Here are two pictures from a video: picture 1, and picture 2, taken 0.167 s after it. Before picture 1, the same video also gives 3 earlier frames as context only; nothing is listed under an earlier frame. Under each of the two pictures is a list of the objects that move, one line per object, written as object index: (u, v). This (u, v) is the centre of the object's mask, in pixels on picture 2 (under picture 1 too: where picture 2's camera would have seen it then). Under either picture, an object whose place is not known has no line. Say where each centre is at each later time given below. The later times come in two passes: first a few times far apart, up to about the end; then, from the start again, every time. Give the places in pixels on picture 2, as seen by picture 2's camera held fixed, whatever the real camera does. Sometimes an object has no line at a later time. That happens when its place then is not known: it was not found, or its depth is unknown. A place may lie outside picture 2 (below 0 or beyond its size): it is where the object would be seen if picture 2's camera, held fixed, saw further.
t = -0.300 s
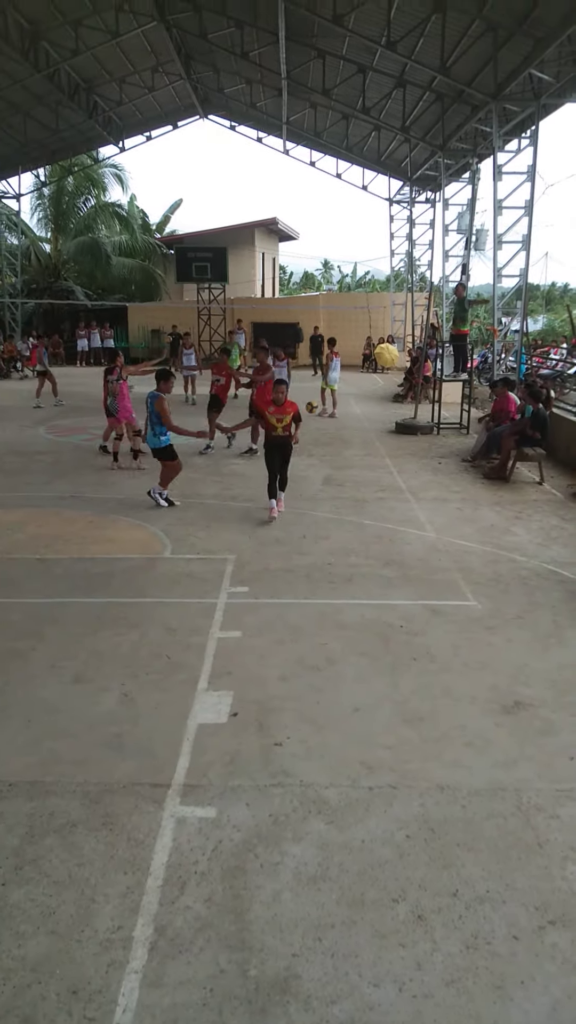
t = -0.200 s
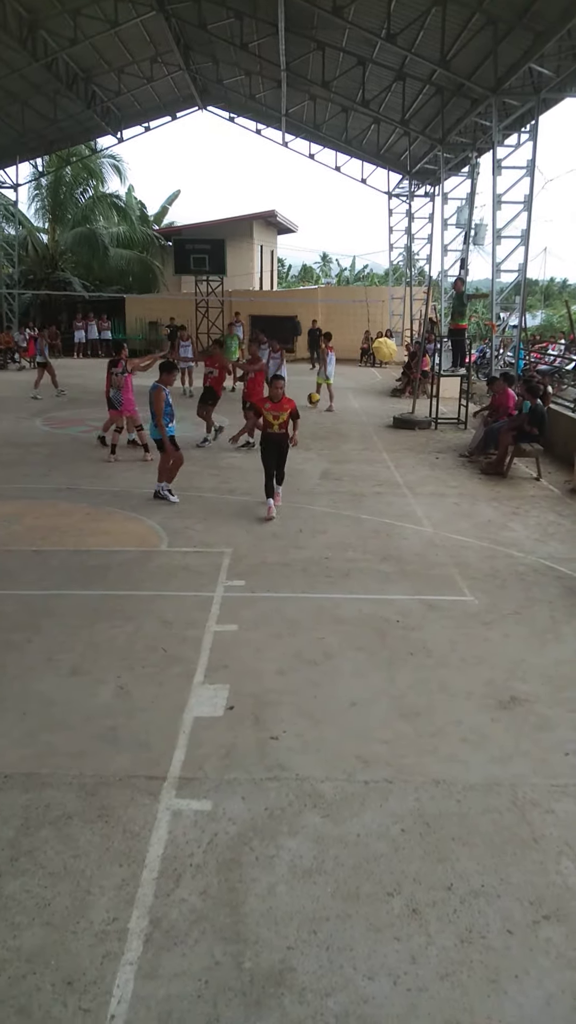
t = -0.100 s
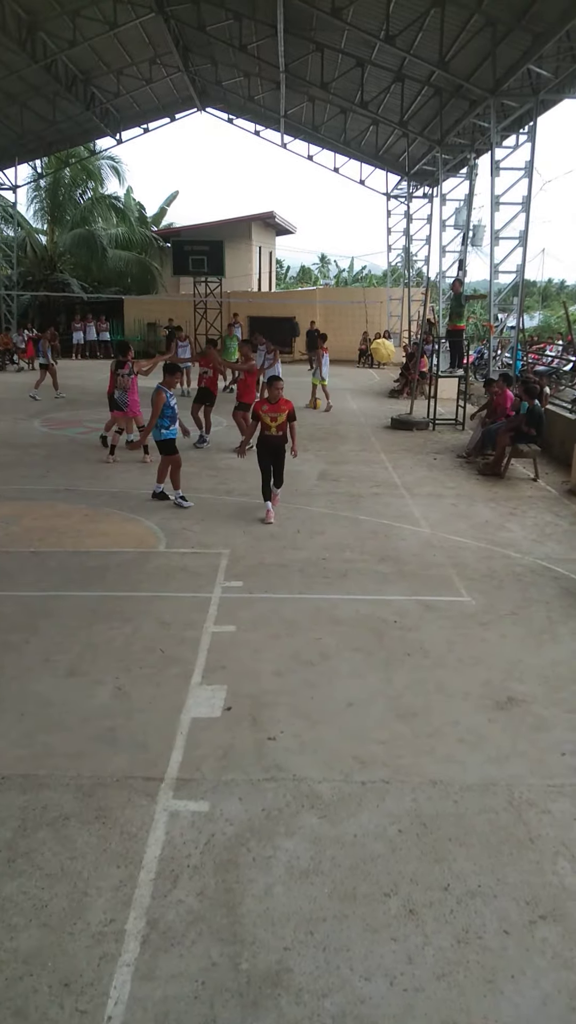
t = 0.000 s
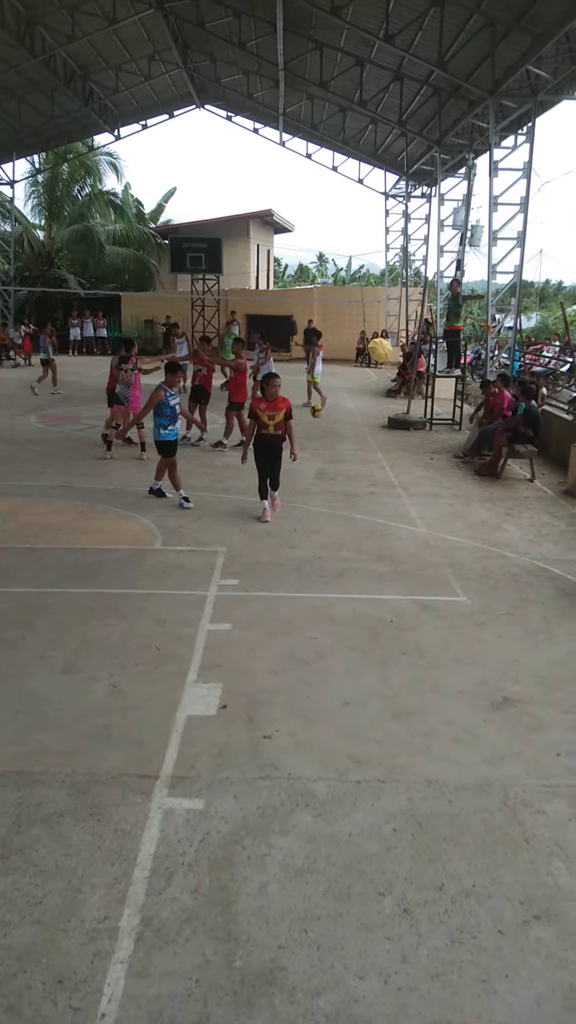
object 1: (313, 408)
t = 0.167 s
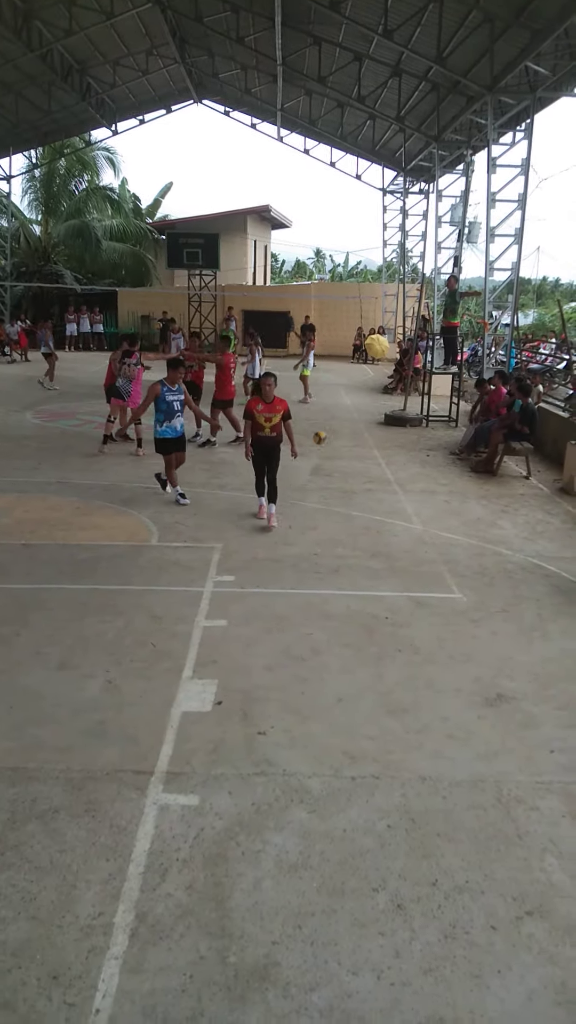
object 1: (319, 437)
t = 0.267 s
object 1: (324, 440)
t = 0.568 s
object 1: (340, 424)
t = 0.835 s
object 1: (353, 461)
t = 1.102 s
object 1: (370, 451)
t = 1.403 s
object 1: (389, 479)
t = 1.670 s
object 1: (411, 478)
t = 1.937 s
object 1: (433, 506)
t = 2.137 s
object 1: (453, 506)
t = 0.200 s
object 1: (321, 446)
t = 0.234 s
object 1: (322, 445)
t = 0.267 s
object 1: (324, 440)
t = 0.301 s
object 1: (326, 436)
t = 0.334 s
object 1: (328, 432)
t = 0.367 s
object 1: (330, 429)
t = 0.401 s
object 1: (331, 427)
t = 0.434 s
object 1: (333, 425)
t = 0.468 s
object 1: (334, 424)
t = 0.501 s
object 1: (336, 423)
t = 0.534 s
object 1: (338, 423)
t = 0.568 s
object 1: (340, 424)
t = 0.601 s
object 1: (342, 426)
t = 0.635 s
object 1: (343, 429)
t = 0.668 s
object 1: (345, 432)
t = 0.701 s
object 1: (346, 436)
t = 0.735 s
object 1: (348, 441)
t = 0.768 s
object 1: (349, 448)
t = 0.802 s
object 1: (351, 453)
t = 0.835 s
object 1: (353, 461)
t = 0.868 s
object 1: (354, 470)
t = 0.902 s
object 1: (356, 468)
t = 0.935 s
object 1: (358, 463)
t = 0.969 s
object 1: (361, 459)
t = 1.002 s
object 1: (363, 456)
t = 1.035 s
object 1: (365, 453)
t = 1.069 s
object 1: (368, 451)
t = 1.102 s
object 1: (370, 451)
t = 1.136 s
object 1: (372, 450)
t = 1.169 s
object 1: (375, 450)
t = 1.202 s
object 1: (377, 452)
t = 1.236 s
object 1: (379, 455)
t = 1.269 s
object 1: (381, 457)
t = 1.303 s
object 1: (383, 461)
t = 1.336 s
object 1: (385, 466)
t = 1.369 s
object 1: (387, 472)
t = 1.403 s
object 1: (389, 479)
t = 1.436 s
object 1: (391, 487)
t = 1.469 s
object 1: (393, 494)
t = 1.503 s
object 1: (396, 490)
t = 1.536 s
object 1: (400, 486)
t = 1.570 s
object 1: (402, 483)
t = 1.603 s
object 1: (405, 480)
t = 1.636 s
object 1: (408, 478)
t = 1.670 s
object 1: (411, 478)
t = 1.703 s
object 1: (414, 478)
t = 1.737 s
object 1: (416, 479)
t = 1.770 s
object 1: (419, 481)
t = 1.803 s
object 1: (422, 484)
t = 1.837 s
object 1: (425, 488)
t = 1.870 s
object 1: (427, 493)
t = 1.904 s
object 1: (430, 499)
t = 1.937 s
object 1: (433, 506)
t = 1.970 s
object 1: (435, 514)
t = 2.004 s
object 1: (438, 515)
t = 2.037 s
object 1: (442, 511)
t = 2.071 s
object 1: (445, 509)
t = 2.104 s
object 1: (449, 507)
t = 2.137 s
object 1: (453, 506)
